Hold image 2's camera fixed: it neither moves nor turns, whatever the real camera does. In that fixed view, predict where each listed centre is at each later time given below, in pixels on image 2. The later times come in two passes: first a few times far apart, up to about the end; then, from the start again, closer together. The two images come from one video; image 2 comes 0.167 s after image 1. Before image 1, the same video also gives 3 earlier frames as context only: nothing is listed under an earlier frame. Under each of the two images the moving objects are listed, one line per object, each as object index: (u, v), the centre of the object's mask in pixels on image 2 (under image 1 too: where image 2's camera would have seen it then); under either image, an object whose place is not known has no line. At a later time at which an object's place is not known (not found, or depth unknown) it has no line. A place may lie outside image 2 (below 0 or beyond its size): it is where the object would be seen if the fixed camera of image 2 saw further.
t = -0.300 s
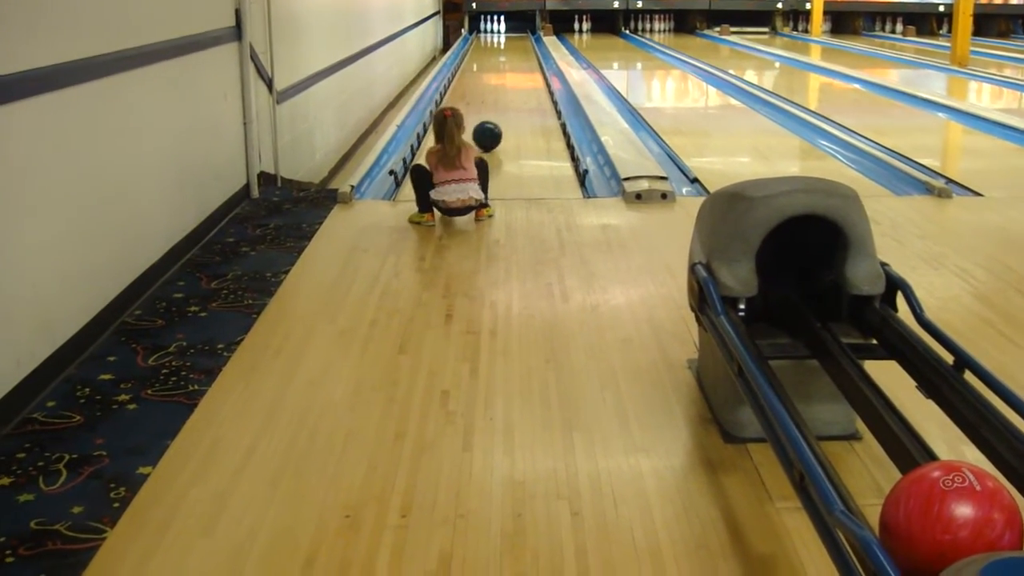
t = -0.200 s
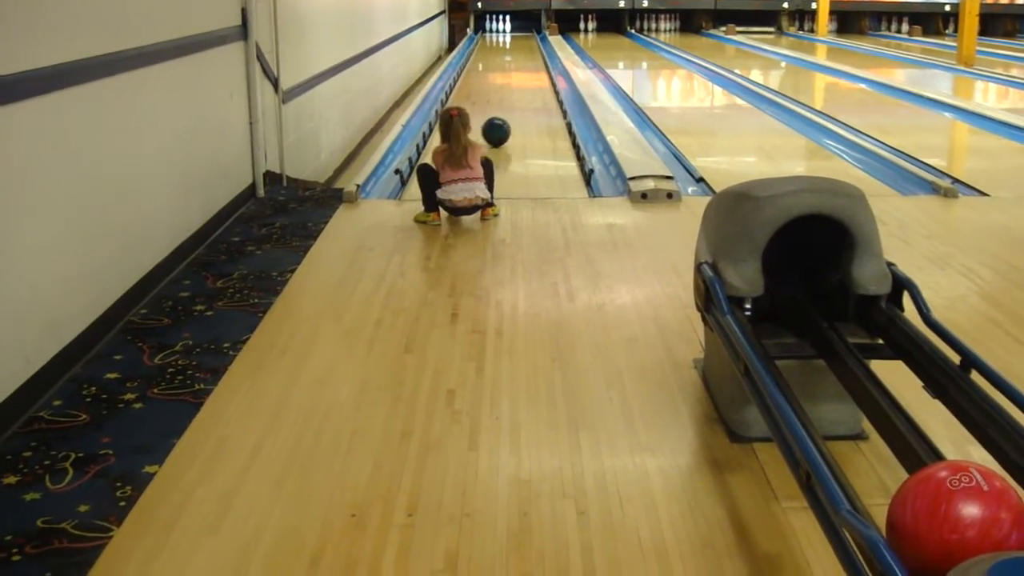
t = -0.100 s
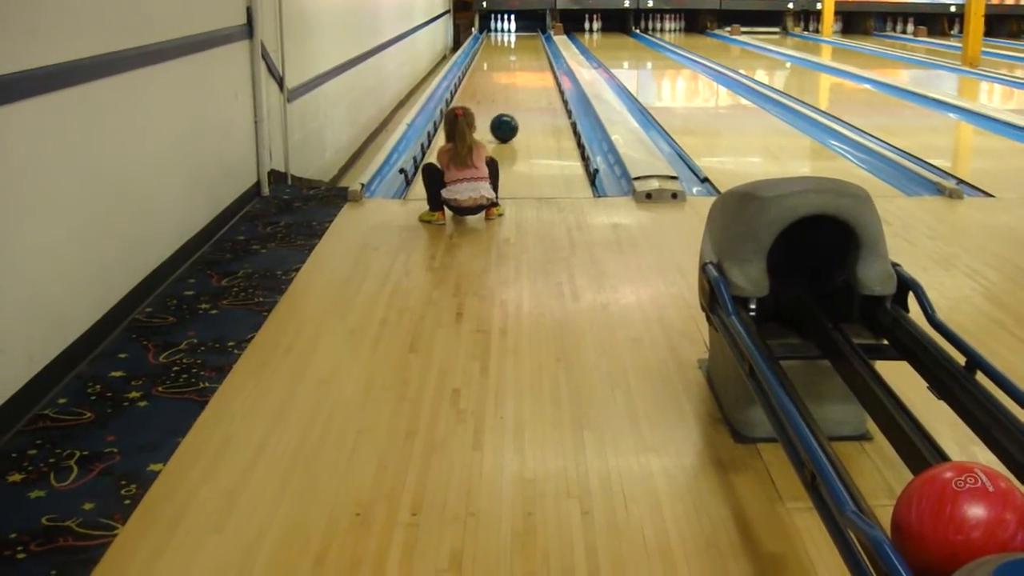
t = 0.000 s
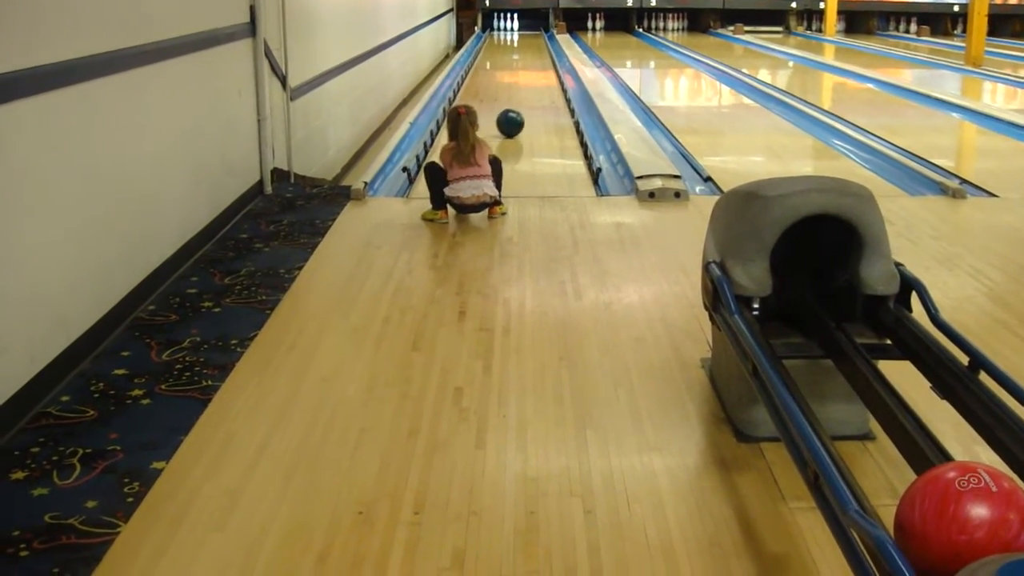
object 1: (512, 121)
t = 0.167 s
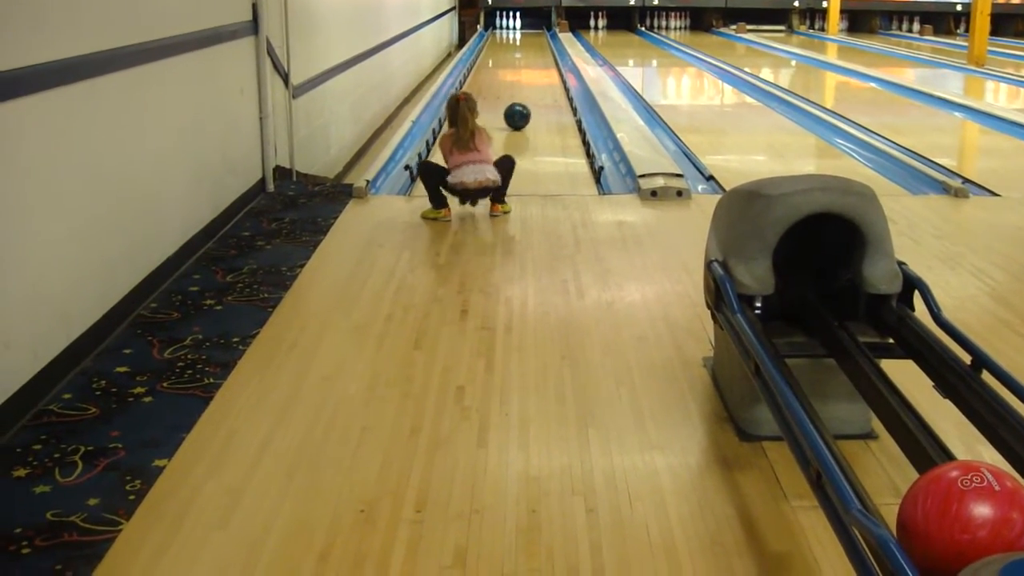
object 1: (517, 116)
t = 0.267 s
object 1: (520, 113)
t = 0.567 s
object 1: (527, 104)
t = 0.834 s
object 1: (533, 98)
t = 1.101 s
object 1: (539, 92)
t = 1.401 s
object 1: (543, 87)
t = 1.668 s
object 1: (546, 85)
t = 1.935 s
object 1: (548, 81)
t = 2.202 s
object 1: (550, 77)
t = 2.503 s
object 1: (548, 72)
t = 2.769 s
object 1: (545, 69)
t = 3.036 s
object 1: (543, 66)
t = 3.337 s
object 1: (539, 63)
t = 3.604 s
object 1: (537, 61)
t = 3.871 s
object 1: (533, 58)
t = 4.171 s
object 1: (530, 56)
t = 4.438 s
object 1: (527, 53)
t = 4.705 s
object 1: (524, 51)
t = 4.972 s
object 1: (522, 50)
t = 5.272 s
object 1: (518, 48)
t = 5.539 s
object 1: (516, 46)
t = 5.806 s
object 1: (514, 44)
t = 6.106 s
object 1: (512, 43)
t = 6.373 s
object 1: (510, 41)
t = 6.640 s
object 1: (508, 39)
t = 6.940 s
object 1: (506, 37)
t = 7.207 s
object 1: (505, 36)
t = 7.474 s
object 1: (503, 35)
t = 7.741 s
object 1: (501, 33)
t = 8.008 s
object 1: (500, 32)
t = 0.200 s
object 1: (518, 115)
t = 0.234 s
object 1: (519, 114)
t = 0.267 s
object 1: (520, 113)
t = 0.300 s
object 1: (520, 112)
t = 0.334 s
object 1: (522, 111)
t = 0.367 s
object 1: (522, 110)
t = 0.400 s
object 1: (523, 109)
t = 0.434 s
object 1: (524, 108)
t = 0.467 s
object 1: (525, 107)
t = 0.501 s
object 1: (526, 106)
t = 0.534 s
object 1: (526, 105)
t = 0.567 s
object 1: (527, 104)
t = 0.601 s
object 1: (528, 103)
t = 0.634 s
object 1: (529, 103)
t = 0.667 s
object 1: (529, 102)
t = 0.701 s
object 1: (530, 101)
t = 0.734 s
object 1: (531, 100)
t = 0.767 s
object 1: (532, 100)
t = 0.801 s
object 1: (533, 99)
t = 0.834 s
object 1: (533, 98)
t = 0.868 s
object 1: (534, 97)
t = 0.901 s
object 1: (535, 97)
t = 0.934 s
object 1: (535, 96)
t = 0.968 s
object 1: (536, 95)
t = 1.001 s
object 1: (537, 95)
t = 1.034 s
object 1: (537, 94)
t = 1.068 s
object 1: (538, 93)
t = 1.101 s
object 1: (539, 92)
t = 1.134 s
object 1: (539, 91)
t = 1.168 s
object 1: (540, 91)
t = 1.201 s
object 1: (541, 90)
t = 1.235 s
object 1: (541, 90)
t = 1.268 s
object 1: (542, 89)
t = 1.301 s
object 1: (542, 88)
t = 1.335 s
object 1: (543, 88)
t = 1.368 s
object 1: (543, 88)
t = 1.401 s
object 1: (543, 87)
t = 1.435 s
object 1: (544, 87)
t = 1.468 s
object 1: (544, 86)
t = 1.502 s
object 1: (544, 86)
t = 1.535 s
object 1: (545, 86)
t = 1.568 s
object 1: (545, 86)
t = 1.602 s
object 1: (545, 86)
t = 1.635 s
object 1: (545, 85)
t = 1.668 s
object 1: (546, 85)
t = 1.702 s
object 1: (546, 84)
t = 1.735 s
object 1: (546, 84)
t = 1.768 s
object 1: (547, 83)
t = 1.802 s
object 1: (547, 83)
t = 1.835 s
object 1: (547, 82)
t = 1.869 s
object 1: (547, 81)
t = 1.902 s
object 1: (547, 81)
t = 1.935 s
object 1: (548, 81)
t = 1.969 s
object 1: (548, 80)
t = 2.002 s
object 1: (548, 80)
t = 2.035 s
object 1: (549, 79)
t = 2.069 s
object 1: (549, 79)
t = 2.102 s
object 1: (549, 78)
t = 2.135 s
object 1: (549, 78)
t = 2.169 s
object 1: (550, 77)
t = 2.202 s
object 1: (550, 77)
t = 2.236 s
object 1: (550, 76)
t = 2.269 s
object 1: (550, 76)
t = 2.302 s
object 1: (549, 75)
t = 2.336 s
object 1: (549, 75)
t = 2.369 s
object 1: (549, 75)
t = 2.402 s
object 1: (548, 74)
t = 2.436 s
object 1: (548, 73)
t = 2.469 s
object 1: (548, 73)
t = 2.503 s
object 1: (548, 72)
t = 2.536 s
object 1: (547, 72)
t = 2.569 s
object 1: (547, 71)
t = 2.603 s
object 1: (547, 71)
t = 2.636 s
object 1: (547, 70)
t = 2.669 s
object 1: (546, 70)
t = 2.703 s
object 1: (546, 70)
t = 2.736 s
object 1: (546, 69)
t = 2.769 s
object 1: (545, 69)
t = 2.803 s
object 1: (545, 69)
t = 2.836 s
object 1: (545, 68)
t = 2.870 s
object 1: (544, 68)
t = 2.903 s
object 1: (544, 67)
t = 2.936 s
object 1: (544, 67)
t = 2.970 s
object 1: (543, 67)
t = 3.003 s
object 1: (543, 66)
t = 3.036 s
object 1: (543, 66)
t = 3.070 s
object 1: (543, 66)
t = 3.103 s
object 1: (542, 65)
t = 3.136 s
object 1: (542, 65)
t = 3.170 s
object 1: (541, 65)
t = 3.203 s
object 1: (541, 64)
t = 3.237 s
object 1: (541, 64)
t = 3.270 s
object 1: (540, 64)
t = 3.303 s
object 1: (540, 64)
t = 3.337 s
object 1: (539, 63)
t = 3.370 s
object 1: (539, 63)
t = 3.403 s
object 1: (539, 63)
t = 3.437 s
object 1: (539, 62)
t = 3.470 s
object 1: (538, 62)
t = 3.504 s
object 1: (538, 61)
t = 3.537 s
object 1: (538, 61)
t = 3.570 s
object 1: (537, 61)
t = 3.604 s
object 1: (537, 61)
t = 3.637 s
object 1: (536, 61)
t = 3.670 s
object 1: (536, 60)
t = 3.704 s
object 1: (536, 60)
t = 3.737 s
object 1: (535, 60)
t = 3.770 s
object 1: (535, 59)
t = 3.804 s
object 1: (535, 59)
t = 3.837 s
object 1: (534, 59)
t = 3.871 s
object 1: (533, 58)
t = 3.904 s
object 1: (533, 58)
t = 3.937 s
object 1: (533, 58)
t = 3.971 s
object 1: (532, 58)
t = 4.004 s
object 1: (532, 57)
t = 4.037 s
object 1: (532, 57)
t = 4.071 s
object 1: (531, 56)
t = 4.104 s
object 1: (531, 56)
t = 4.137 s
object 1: (531, 56)
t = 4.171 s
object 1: (530, 56)
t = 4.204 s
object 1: (530, 55)
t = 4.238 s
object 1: (530, 55)
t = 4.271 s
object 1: (529, 55)
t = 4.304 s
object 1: (529, 55)
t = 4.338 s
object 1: (528, 54)
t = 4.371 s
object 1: (528, 54)
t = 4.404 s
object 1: (527, 54)
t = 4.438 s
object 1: (527, 53)
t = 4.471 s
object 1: (527, 53)
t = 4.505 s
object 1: (526, 53)
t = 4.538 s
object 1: (526, 53)
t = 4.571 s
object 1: (526, 52)
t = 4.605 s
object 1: (525, 52)
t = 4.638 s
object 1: (525, 52)
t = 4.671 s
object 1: (524, 52)
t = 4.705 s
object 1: (524, 51)
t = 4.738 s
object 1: (524, 51)
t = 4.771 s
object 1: (523, 51)
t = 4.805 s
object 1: (523, 51)
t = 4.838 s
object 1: (522, 50)
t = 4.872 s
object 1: (522, 50)
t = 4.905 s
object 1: (522, 50)
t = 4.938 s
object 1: (522, 50)
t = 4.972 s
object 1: (522, 50)
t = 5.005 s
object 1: (521, 49)
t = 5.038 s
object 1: (521, 49)
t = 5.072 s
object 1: (521, 49)
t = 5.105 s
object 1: (520, 49)
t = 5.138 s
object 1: (520, 49)
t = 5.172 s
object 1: (519, 48)
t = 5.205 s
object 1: (519, 48)
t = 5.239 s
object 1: (519, 48)
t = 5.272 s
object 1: (518, 48)
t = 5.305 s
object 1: (518, 48)
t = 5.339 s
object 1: (518, 47)
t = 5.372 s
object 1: (518, 47)
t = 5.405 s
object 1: (518, 46)
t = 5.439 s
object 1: (517, 46)
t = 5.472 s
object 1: (517, 46)
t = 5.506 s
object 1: (517, 46)
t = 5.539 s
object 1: (516, 46)
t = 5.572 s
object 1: (516, 46)
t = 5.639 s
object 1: (515, 45)
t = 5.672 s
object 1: (515, 45)
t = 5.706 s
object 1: (515, 45)
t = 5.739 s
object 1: (515, 44)
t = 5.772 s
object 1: (514, 44)
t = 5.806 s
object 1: (514, 44)
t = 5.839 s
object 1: (514, 44)
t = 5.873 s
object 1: (514, 43)
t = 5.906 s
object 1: (514, 43)
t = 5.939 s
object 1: (513, 43)
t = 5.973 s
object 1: (513, 43)
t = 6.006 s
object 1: (513, 43)
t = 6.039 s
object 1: (512, 43)
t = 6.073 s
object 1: (512, 43)
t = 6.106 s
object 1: (512, 43)
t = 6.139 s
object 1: (512, 42)
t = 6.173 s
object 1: (511, 42)
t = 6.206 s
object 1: (511, 42)
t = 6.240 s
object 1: (511, 41)
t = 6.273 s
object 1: (511, 41)
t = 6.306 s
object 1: (510, 41)
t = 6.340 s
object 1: (510, 41)
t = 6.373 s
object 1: (510, 41)
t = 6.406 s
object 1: (510, 41)
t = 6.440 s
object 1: (509, 40)
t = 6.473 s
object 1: (509, 40)
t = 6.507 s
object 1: (509, 40)
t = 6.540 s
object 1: (508, 39)
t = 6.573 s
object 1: (509, 39)
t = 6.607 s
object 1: (508, 39)
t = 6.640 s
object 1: (508, 39)
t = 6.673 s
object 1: (508, 39)
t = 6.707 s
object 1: (507, 39)
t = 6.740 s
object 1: (507, 38)
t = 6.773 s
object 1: (507, 38)
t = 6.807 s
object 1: (507, 38)
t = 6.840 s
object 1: (507, 37)
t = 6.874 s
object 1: (506, 37)
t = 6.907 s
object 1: (506, 37)
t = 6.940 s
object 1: (506, 37)
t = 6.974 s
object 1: (506, 37)
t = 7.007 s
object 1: (506, 37)
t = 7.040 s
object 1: (506, 36)
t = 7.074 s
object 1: (505, 36)
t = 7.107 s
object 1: (505, 36)
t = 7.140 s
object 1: (505, 36)
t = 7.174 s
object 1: (505, 36)
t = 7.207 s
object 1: (505, 36)
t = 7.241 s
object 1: (504, 35)
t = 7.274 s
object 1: (504, 35)
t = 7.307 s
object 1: (504, 35)
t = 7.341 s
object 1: (504, 35)
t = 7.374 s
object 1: (504, 35)
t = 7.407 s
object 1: (504, 35)
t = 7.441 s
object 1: (504, 35)
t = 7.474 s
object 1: (503, 35)
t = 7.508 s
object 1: (503, 34)
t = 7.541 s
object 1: (503, 34)
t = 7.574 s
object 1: (503, 34)
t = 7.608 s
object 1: (503, 34)
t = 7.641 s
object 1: (502, 34)
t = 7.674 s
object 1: (501, 33)
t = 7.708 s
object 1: (501, 33)
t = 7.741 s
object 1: (501, 33)
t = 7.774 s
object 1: (501, 33)
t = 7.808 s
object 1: (501, 33)
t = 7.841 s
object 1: (501, 33)
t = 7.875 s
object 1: (500, 32)
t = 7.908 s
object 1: (500, 33)
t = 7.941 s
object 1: (500, 32)
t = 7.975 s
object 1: (500, 32)
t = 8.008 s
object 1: (500, 32)
